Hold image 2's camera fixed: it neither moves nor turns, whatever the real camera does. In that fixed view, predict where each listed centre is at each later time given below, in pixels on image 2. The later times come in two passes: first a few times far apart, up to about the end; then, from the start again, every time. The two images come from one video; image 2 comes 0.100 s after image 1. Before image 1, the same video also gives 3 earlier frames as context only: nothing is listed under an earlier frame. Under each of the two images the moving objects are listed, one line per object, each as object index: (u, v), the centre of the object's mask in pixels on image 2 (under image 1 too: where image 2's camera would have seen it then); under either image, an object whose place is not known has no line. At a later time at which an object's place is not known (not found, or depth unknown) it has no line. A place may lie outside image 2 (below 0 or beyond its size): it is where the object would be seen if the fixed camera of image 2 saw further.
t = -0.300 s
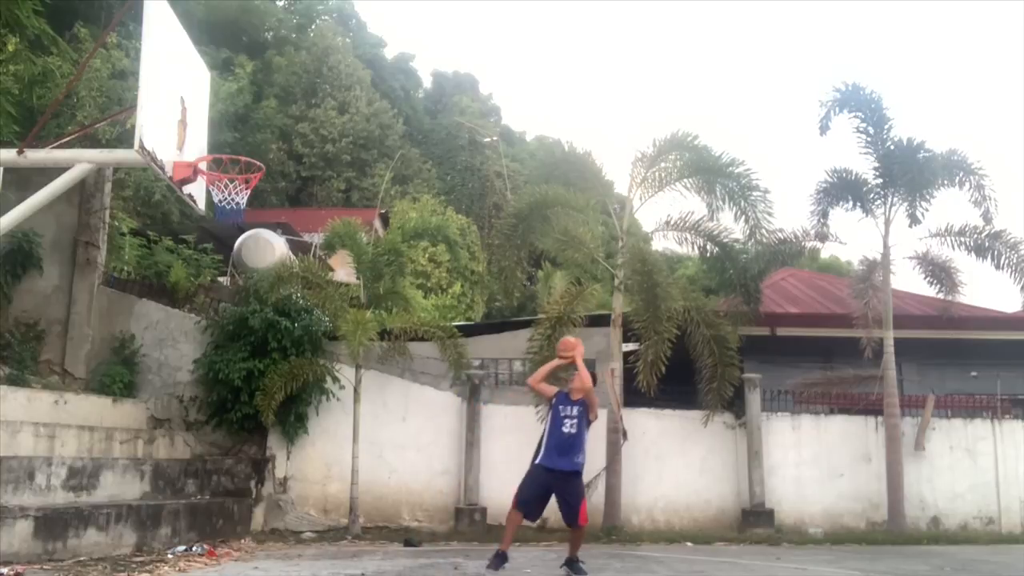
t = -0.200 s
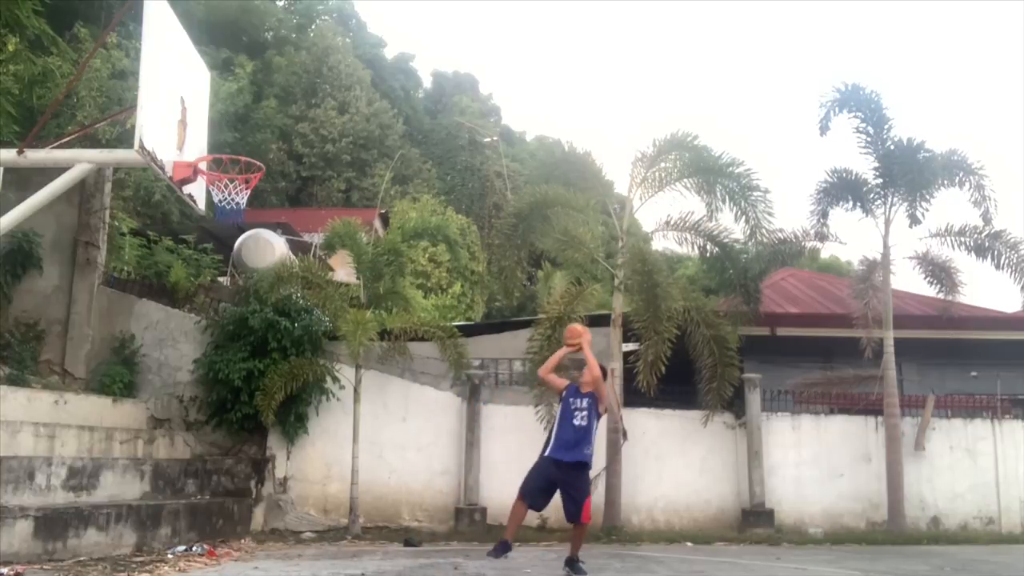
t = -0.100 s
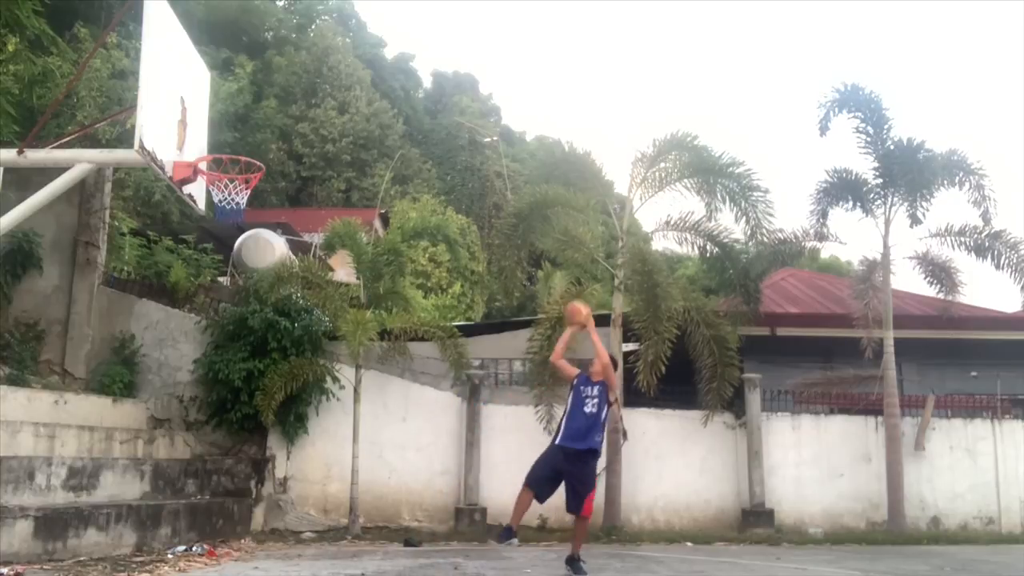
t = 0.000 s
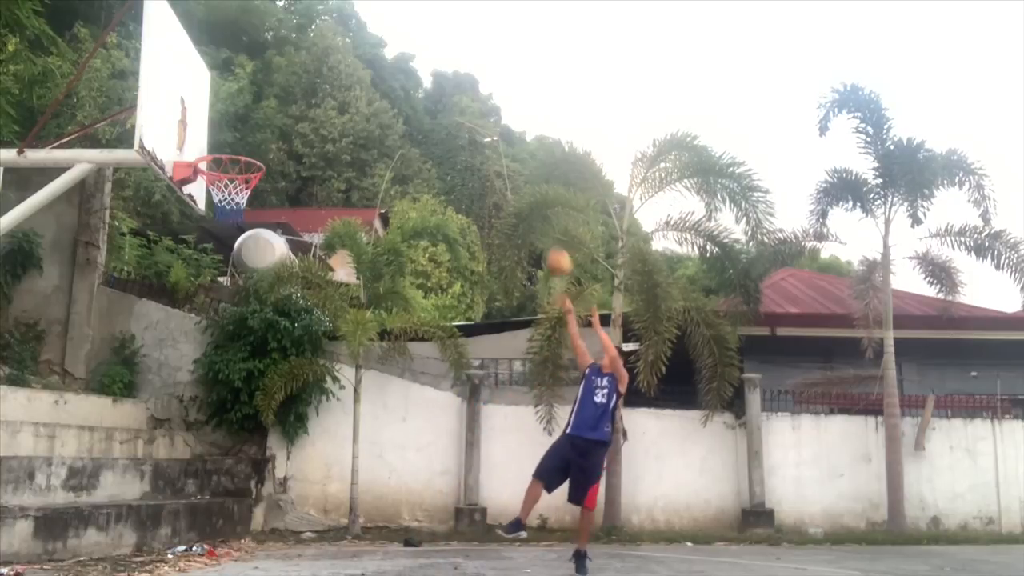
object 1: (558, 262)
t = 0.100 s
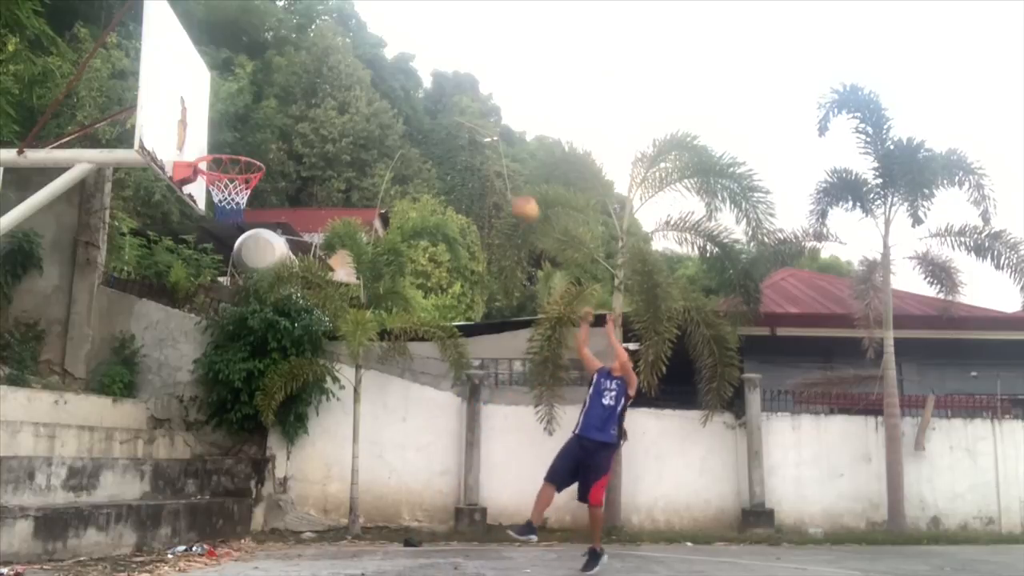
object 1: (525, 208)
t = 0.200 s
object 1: (491, 165)
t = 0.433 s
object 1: (405, 108)
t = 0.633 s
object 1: (318, 107)
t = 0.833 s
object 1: (220, 163)
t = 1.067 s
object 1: (256, 231)
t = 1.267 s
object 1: (298, 349)
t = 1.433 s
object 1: (329, 507)
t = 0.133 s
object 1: (514, 194)
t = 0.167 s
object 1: (501, 179)
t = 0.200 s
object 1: (491, 165)
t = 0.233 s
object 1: (480, 153)
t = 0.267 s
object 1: (467, 141)
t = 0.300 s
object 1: (456, 132)
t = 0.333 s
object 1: (443, 125)
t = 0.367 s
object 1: (430, 116)
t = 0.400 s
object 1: (417, 112)
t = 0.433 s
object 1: (405, 108)
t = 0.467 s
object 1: (392, 103)
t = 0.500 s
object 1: (376, 101)
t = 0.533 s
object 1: (361, 100)
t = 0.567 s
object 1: (348, 100)
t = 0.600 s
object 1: (334, 103)
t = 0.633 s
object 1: (318, 107)
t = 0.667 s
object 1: (303, 112)
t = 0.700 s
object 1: (286, 117)
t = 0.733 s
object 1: (271, 128)
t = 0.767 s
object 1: (255, 138)
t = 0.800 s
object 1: (238, 148)
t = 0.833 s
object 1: (220, 163)
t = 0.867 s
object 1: (218, 173)
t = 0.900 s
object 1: (223, 182)
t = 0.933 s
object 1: (231, 191)
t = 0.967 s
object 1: (237, 197)
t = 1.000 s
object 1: (243, 207)
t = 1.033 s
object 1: (250, 219)
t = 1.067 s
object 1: (256, 231)
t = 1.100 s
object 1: (263, 246)
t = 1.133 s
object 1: (272, 263)
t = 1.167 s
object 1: (278, 282)
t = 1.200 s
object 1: (285, 302)
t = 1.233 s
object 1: (290, 325)
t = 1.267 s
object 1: (298, 349)
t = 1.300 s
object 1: (303, 375)
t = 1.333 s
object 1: (309, 405)
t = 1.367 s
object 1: (316, 436)
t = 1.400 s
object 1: (322, 469)
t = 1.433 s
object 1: (329, 507)
